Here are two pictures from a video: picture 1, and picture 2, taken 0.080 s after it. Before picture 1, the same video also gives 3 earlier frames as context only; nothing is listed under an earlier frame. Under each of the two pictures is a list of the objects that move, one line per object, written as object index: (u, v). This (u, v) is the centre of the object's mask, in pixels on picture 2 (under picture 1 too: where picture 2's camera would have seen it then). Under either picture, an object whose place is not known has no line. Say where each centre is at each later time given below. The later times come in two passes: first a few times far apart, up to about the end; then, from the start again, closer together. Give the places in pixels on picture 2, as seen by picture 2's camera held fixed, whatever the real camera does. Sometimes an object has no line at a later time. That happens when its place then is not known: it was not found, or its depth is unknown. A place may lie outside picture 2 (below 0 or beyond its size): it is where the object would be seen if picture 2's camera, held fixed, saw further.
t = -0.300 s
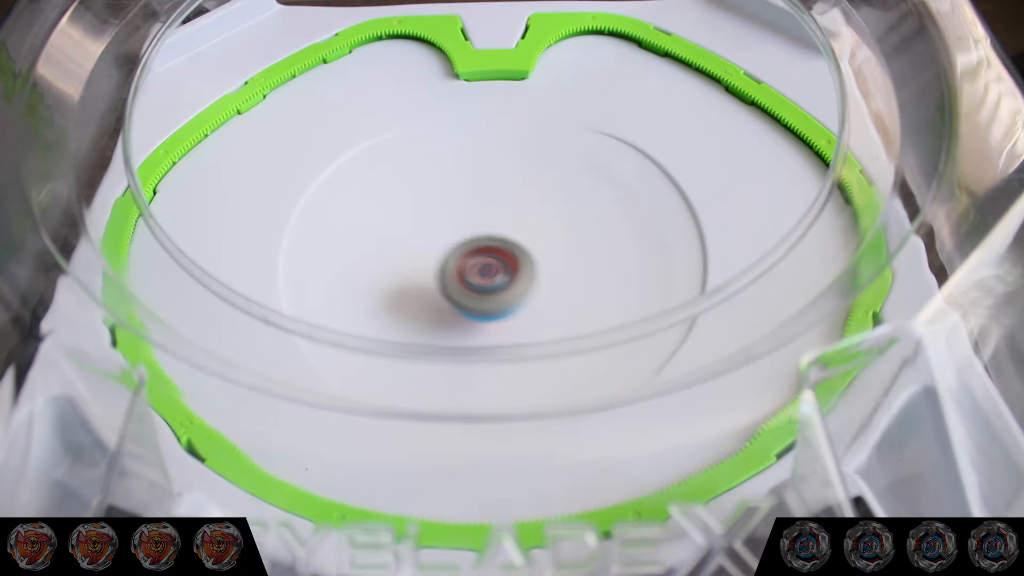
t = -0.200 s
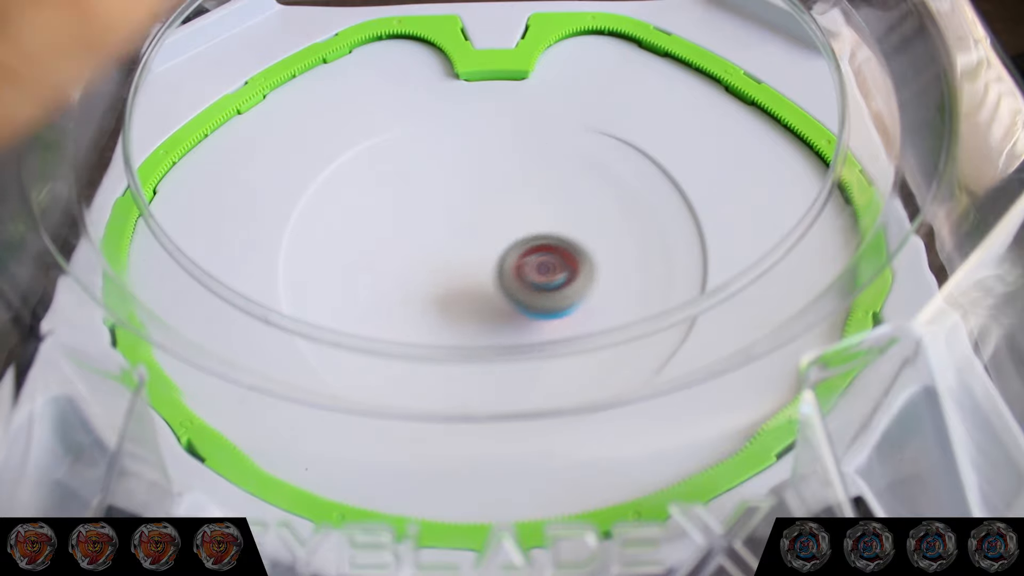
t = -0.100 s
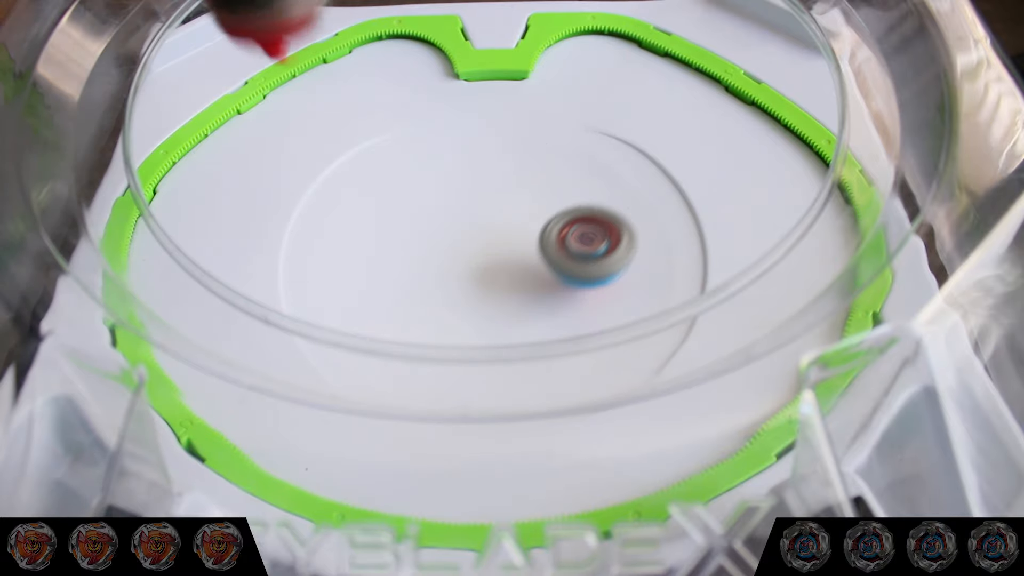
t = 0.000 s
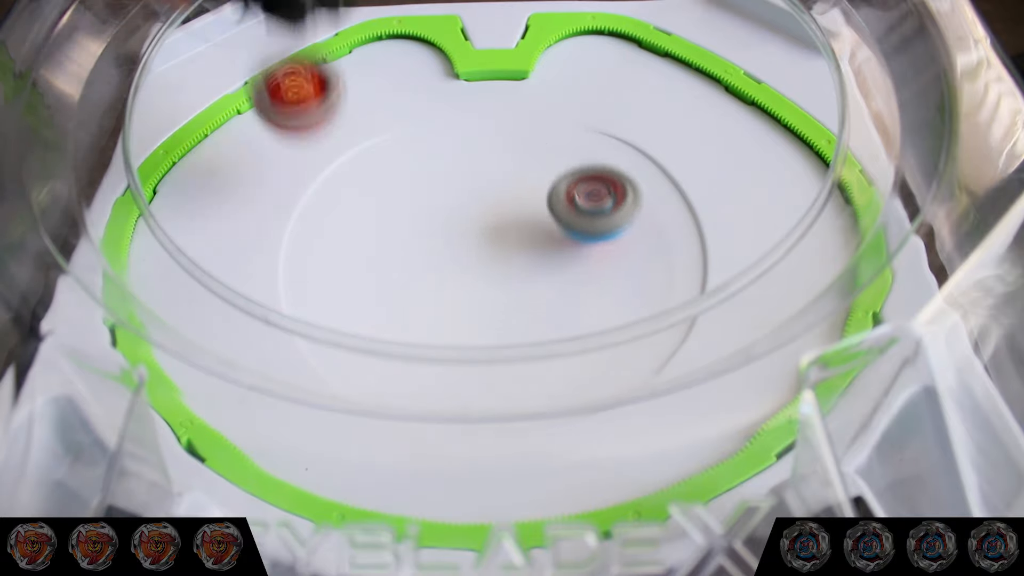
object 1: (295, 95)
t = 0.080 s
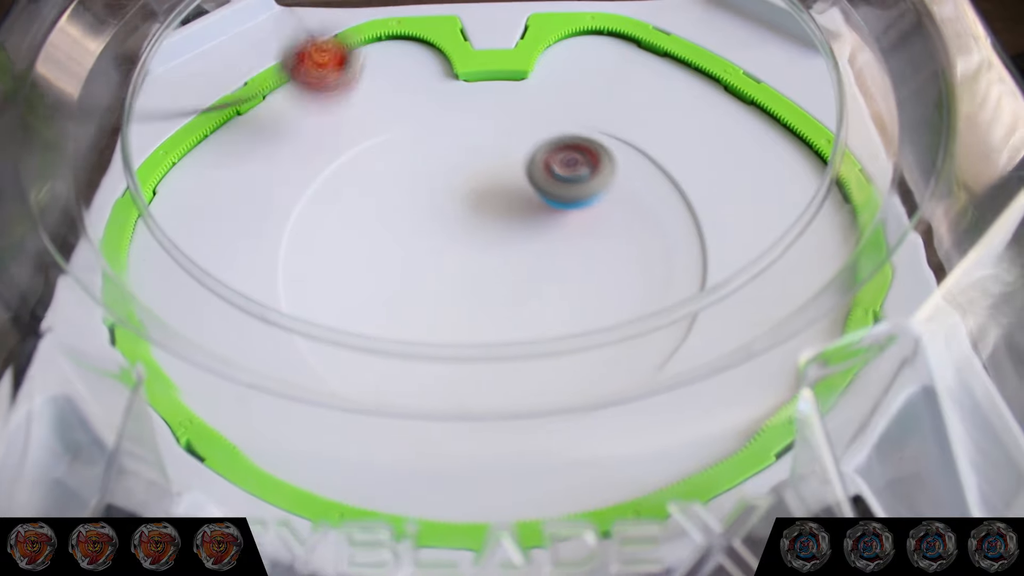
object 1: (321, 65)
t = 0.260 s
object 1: (383, 38)
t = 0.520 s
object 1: (421, 167)
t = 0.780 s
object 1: (613, 200)
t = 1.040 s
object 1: (794, 21)
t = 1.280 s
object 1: (528, 147)
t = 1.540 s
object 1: (362, 261)
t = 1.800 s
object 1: (553, 303)
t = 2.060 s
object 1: (642, 138)
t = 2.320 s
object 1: (694, 147)
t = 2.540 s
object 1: (774, 165)
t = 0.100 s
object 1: (330, 40)
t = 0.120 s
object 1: (339, 24)
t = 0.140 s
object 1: (349, 18)
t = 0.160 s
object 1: (361, 14)
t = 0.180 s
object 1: (372, 14)
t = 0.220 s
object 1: (393, 18)
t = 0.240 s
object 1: (389, 25)
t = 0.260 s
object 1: (383, 38)
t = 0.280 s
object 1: (378, 48)
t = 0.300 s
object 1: (372, 58)
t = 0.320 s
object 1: (367, 69)
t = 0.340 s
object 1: (365, 79)
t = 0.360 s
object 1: (364, 89)
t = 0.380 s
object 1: (365, 98)
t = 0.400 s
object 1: (368, 107)
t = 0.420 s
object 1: (372, 118)
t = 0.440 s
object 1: (378, 129)
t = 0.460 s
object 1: (387, 139)
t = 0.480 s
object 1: (396, 149)
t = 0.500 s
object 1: (408, 158)
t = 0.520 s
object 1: (421, 167)
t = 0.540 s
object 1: (436, 176)
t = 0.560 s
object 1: (451, 184)
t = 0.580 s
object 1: (468, 189)
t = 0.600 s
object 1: (484, 194)
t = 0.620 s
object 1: (500, 198)
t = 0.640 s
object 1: (515, 202)
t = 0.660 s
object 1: (531, 204)
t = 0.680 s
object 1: (547, 206)
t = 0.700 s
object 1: (562, 207)
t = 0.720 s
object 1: (576, 206)
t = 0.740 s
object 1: (589, 205)
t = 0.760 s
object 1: (601, 203)
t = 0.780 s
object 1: (613, 200)
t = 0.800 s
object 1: (623, 196)
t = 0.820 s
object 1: (629, 193)
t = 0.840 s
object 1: (635, 189)
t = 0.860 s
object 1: (639, 183)
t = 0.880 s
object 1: (641, 178)
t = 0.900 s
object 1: (641, 172)
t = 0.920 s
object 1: (640, 167)
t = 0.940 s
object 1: (672, 137)
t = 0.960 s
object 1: (709, 100)
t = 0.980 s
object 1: (742, 67)
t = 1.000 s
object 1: (772, 39)
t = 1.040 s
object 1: (794, 21)
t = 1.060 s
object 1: (777, 26)
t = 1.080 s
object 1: (762, 30)
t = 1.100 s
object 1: (739, 46)
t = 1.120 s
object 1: (713, 67)
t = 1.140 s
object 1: (692, 79)
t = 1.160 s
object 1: (671, 84)
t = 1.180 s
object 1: (648, 95)
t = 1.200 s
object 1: (623, 106)
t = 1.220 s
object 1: (602, 114)
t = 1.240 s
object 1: (578, 127)
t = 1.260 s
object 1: (553, 137)
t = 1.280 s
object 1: (528, 147)
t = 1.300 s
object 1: (507, 155)
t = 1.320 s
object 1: (487, 163)
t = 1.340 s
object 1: (467, 171)
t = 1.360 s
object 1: (448, 179)
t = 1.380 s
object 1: (430, 188)
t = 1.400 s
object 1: (416, 196)
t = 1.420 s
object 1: (402, 205)
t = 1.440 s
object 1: (391, 215)
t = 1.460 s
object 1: (378, 226)
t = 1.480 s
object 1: (370, 235)
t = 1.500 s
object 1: (367, 243)
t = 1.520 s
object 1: (362, 252)
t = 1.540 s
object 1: (362, 261)
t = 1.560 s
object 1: (360, 271)
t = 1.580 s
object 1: (364, 279)
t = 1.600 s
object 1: (371, 288)
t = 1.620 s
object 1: (379, 295)
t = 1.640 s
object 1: (391, 301)
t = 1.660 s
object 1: (404, 307)
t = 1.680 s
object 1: (421, 308)
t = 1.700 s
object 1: (439, 312)
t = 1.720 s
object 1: (460, 313)
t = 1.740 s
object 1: (483, 313)
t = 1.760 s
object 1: (506, 312)
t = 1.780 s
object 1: (530, 308)
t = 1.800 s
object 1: (553, 303)
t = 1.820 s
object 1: (575, 297)
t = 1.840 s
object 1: (597, 289)
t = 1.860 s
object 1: (617, 279)
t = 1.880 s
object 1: (633, 267)
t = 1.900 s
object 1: (647, 252)
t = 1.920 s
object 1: (657, 236)
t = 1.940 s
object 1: (664, 221)
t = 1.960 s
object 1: (667, 206)
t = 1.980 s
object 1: (667, 191)
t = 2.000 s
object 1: (664, 177)
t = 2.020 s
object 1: (659, 164)
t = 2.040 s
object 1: (653, 150)
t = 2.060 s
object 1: (642, 138)
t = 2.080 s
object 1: (631, 128)
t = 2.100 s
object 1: (618, 119)
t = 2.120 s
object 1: (602, 111)
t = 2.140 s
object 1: (585, 103)
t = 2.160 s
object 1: (567, 98)
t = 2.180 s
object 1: (547, 93)
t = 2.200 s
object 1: (526, 91)
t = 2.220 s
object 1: (506, 90)
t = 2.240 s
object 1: (526, 99)
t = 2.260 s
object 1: (573, 113)
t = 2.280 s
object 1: (618, 125)
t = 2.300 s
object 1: (661, 136)
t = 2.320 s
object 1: (694, 147)
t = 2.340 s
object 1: (728, 162)
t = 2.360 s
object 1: (762, 185)
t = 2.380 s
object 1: (789, 194)
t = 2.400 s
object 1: (834, 210)
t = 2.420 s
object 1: (853, 213)
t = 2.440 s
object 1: (848, 203)
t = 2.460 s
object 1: (836, 191)
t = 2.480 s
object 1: (820, 184)
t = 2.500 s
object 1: (793, 181)
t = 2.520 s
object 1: (786, 174)
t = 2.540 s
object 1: (774, 165)
